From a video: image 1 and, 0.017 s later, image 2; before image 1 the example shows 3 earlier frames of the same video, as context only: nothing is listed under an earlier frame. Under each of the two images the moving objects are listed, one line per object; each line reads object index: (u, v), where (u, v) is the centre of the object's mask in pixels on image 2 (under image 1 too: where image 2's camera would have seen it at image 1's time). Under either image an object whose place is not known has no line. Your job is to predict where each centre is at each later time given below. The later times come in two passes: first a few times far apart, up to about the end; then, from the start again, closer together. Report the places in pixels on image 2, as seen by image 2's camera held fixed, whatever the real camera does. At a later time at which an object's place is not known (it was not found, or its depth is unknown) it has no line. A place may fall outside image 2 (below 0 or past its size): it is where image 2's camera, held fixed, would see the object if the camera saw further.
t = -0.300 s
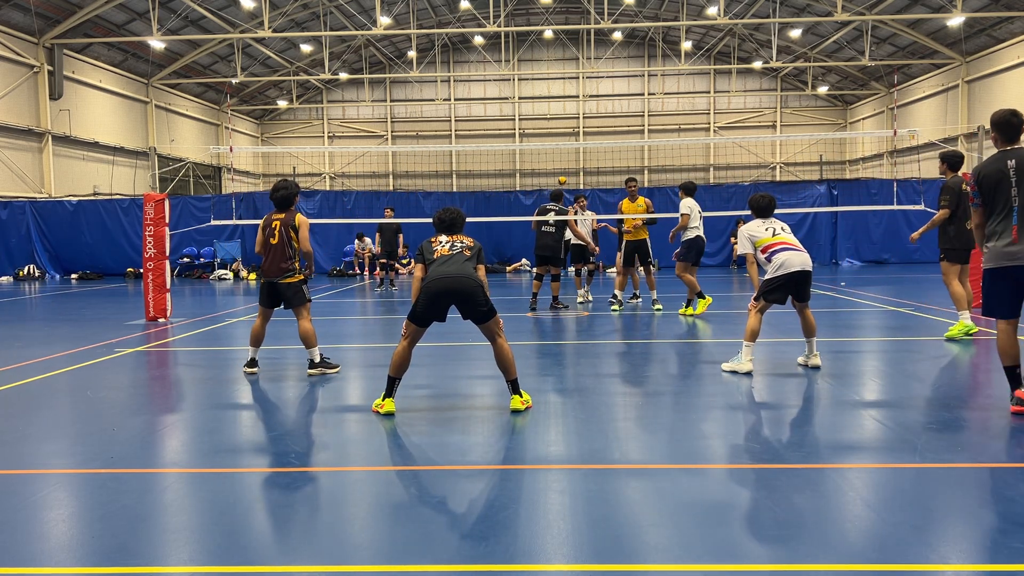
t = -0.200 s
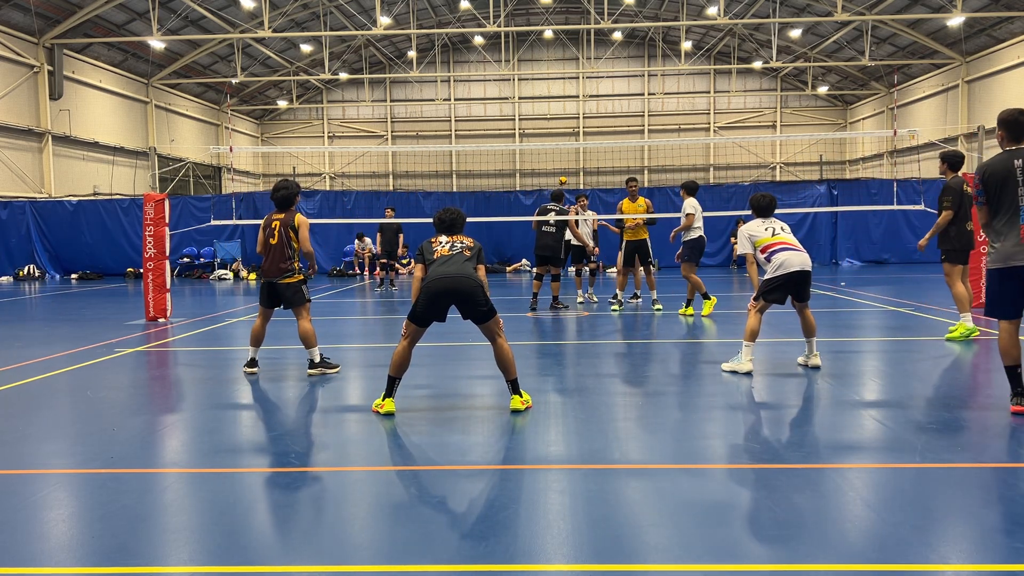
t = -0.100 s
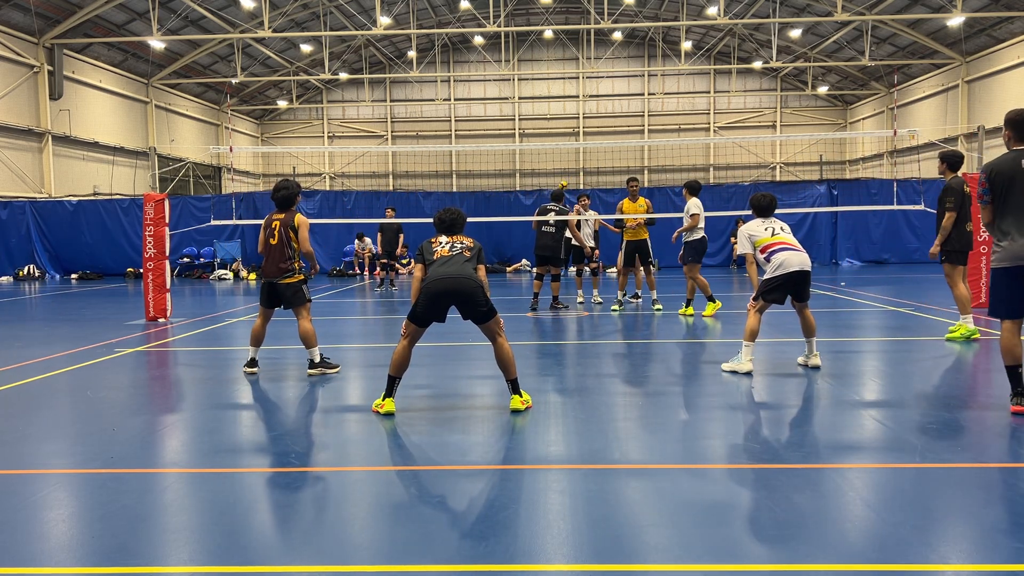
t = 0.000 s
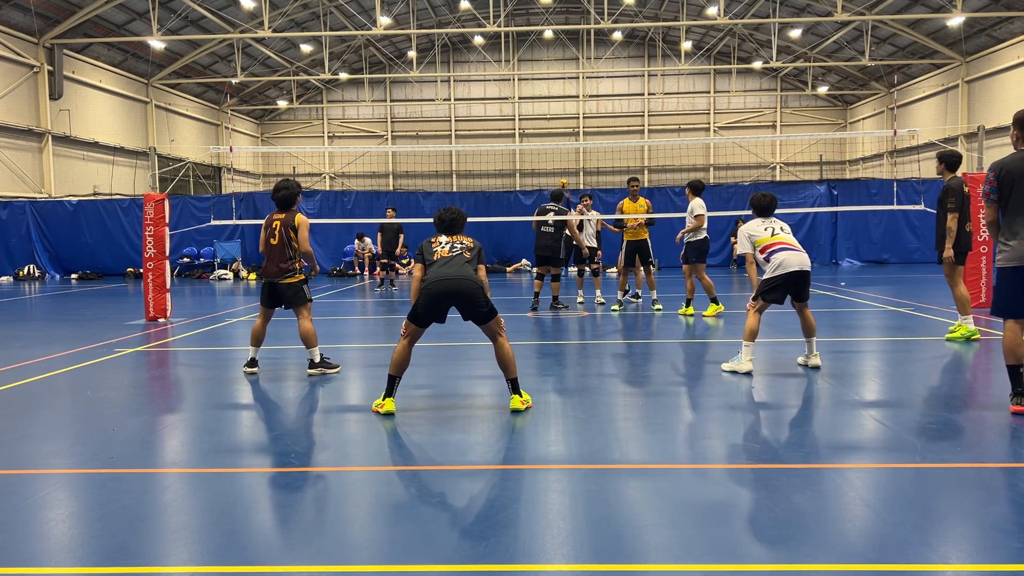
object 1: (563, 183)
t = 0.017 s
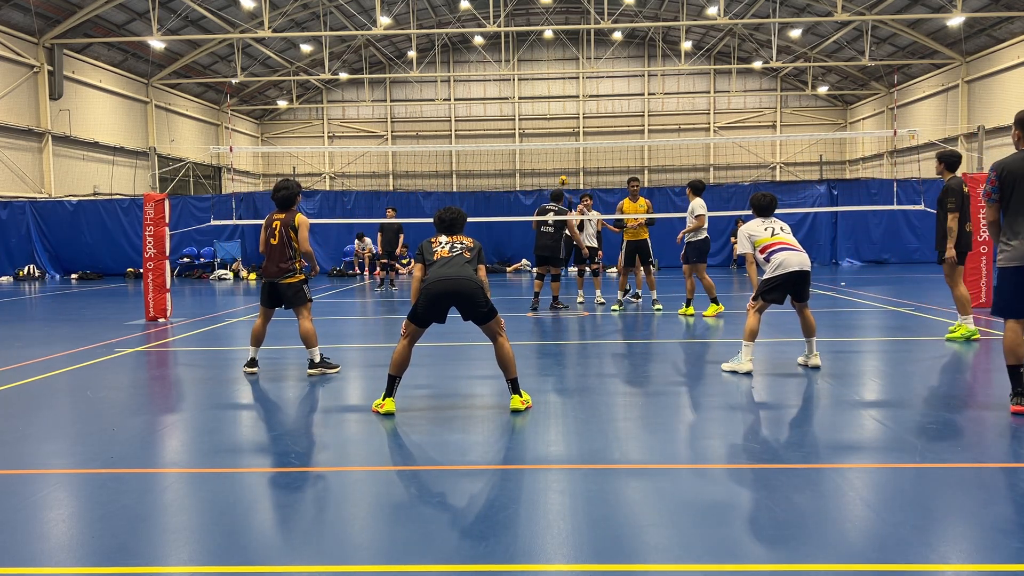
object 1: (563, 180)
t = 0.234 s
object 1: (559, 140)
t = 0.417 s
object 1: (548, 124)
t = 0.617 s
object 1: (531, 133)
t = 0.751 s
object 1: (518, 161)
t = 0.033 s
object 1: (563, 177)
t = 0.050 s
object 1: (563, 174)
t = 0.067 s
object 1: (563, 171)
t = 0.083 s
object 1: (563, 167)
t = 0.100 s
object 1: (562, 165)
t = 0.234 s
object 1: (559, 140)
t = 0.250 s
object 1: (558, 139)
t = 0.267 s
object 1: (558, 137)
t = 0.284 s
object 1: (557, 136)
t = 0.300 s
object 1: (556, 134)
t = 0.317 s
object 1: (555, 132)
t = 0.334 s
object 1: (554, 130)
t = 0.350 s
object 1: (553, 129)
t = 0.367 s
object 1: (552, 128)
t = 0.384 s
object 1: (550, 127)
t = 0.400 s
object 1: (549, 126)
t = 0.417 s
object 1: (548, 124)
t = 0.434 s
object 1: (546, 124)
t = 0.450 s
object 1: (545, 124)
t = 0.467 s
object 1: (544, 123)
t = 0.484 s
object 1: (542, 123)
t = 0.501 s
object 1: (541, 124)
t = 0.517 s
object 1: (539, 124)
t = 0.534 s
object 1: (538, 125)
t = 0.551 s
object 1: (537, 125)
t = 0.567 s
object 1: (535, 127)
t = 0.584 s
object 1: (533, 129)
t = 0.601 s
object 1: (532, 131)
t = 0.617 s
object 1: (531, 133)
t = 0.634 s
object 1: (529, 136)
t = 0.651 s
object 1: (528, 138)
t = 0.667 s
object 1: (526, 141)
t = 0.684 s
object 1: (525, 145)
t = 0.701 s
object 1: (523, 148)
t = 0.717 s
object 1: (521, 152)
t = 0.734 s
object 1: (520, 157)
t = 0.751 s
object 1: (518, 161)
